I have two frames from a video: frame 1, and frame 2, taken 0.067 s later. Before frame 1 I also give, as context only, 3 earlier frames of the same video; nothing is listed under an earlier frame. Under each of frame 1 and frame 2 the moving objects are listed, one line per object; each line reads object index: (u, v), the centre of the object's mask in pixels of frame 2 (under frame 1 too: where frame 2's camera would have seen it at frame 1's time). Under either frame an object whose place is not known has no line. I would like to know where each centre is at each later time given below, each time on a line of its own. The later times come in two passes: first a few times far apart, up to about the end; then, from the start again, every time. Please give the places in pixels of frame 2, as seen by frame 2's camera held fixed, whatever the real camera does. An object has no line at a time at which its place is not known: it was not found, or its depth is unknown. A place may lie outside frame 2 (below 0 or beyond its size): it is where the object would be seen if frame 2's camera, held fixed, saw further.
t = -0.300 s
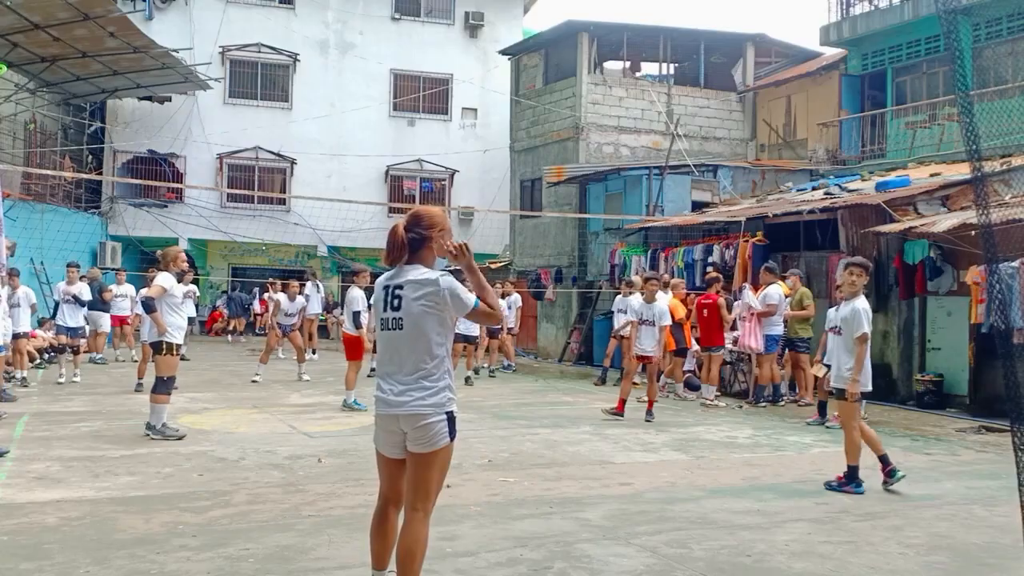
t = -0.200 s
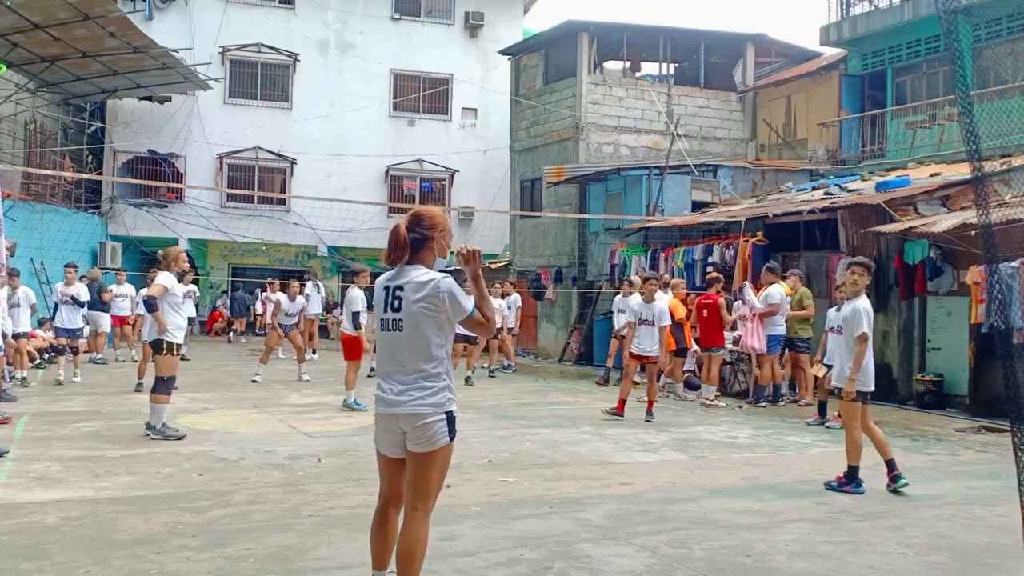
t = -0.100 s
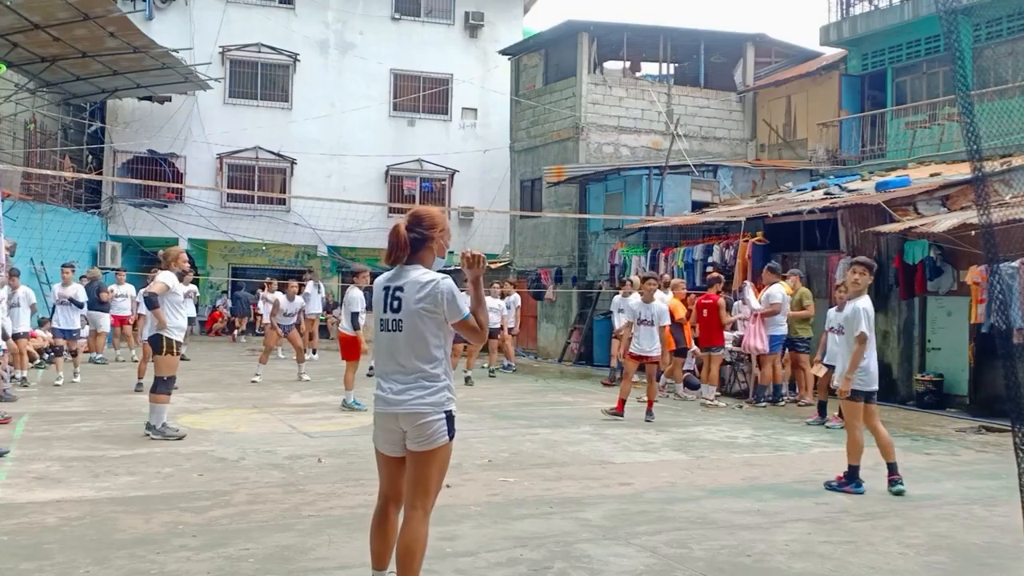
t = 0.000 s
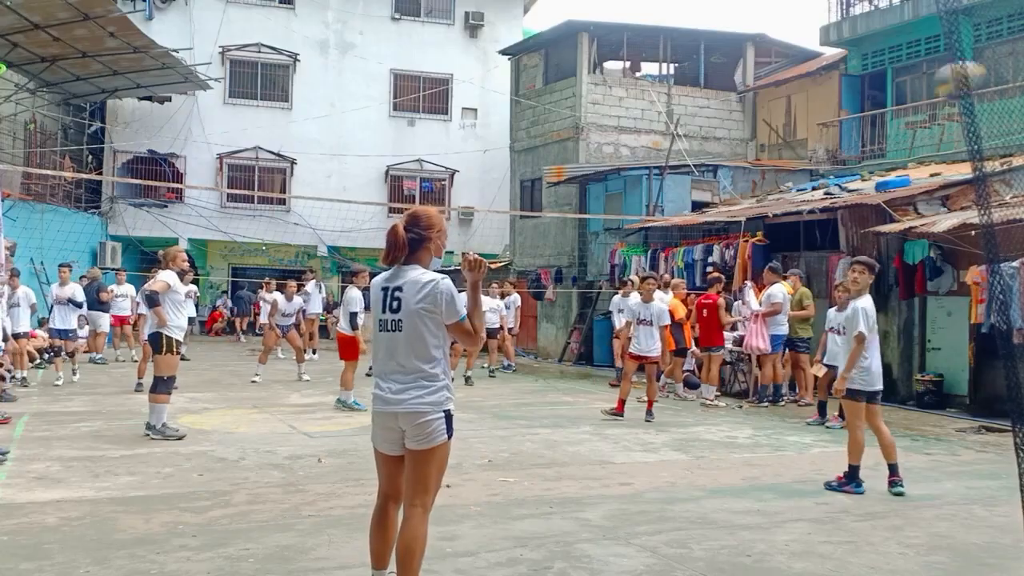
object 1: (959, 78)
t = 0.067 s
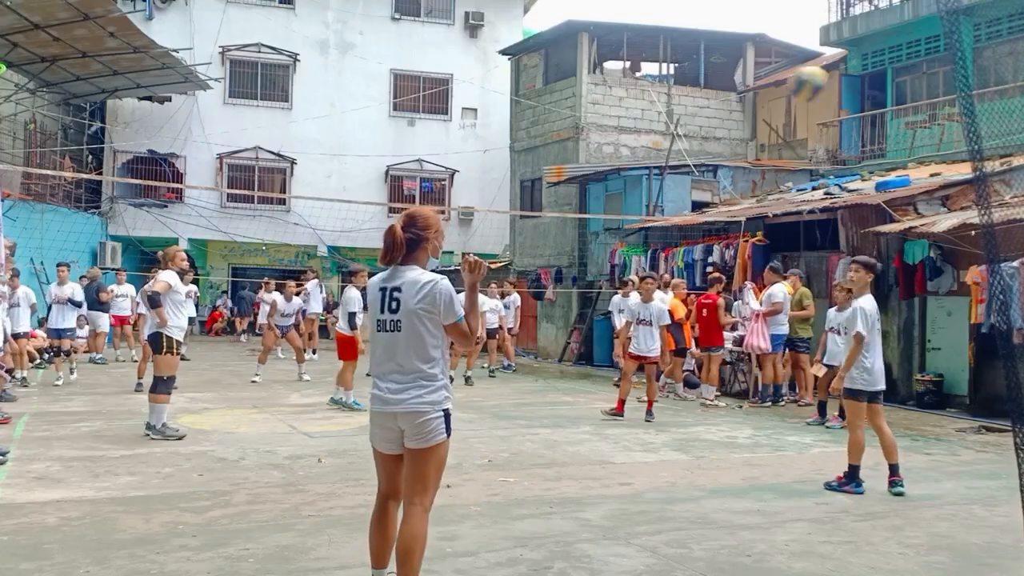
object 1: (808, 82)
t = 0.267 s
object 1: (524, 122)
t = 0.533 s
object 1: (330, 205)
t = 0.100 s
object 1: (743, 86)
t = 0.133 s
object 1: (691, 93)
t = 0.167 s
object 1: (640, 101)
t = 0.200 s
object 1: (598, 109)
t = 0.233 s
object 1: (559, 114)
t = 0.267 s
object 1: (524, 122)
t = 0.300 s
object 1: (490, 133)
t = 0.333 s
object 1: (461, 142)
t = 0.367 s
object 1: (434, 151)
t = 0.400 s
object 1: (409, 161)
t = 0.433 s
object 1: (386, 171)
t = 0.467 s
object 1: (366, 182)
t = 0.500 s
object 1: (346, 194)
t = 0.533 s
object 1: (330, 205)
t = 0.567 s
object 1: (323, 213)
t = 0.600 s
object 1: (318, 222)
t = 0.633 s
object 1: (313, 230)
